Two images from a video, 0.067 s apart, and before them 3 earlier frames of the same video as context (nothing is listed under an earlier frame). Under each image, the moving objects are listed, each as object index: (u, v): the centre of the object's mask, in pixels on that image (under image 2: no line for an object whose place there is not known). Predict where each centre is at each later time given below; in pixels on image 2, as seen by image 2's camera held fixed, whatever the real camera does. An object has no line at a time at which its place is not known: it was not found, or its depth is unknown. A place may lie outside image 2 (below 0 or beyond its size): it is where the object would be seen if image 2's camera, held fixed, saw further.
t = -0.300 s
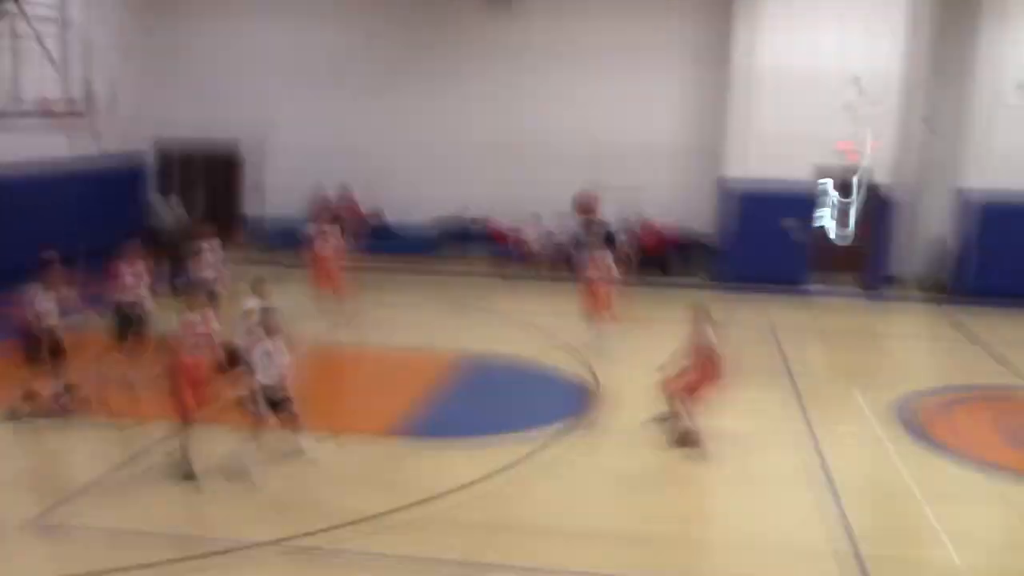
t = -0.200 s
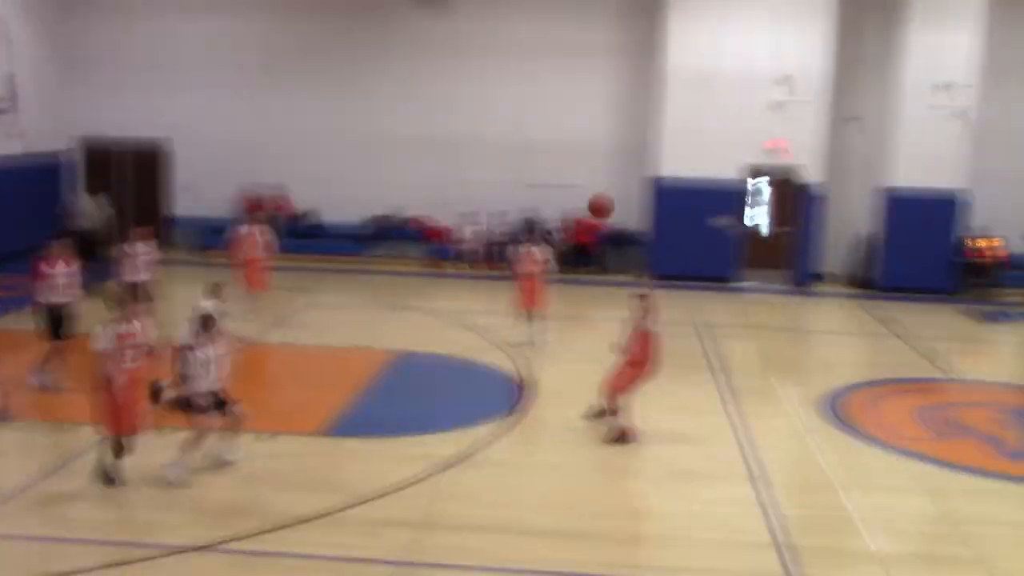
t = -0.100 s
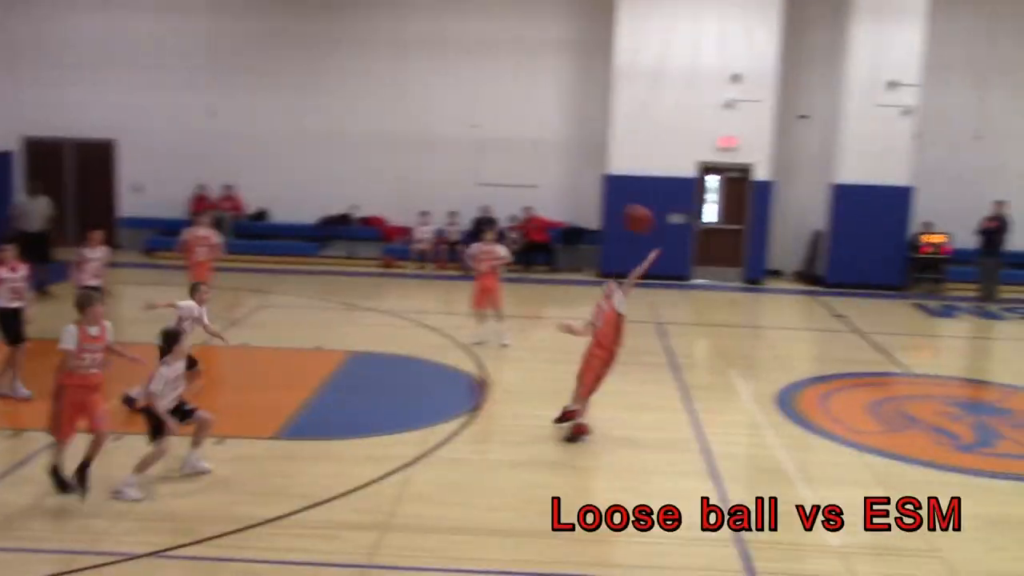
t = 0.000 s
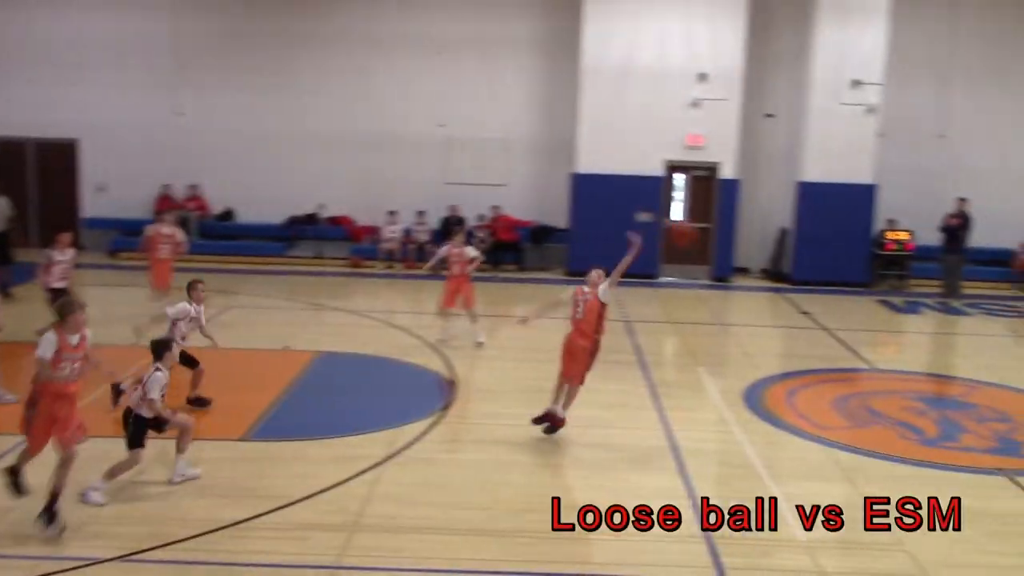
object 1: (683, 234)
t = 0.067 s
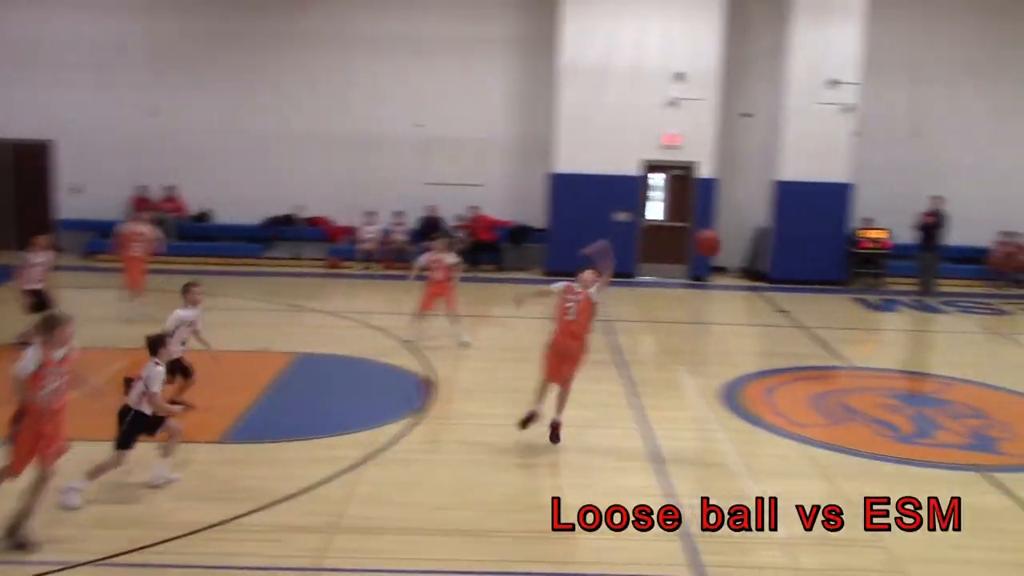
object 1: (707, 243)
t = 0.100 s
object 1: (726, 250)
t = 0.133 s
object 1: (748, 259)
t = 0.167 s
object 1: (770, 267)
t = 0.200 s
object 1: (792, 275)
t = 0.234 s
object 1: (814, 287)
